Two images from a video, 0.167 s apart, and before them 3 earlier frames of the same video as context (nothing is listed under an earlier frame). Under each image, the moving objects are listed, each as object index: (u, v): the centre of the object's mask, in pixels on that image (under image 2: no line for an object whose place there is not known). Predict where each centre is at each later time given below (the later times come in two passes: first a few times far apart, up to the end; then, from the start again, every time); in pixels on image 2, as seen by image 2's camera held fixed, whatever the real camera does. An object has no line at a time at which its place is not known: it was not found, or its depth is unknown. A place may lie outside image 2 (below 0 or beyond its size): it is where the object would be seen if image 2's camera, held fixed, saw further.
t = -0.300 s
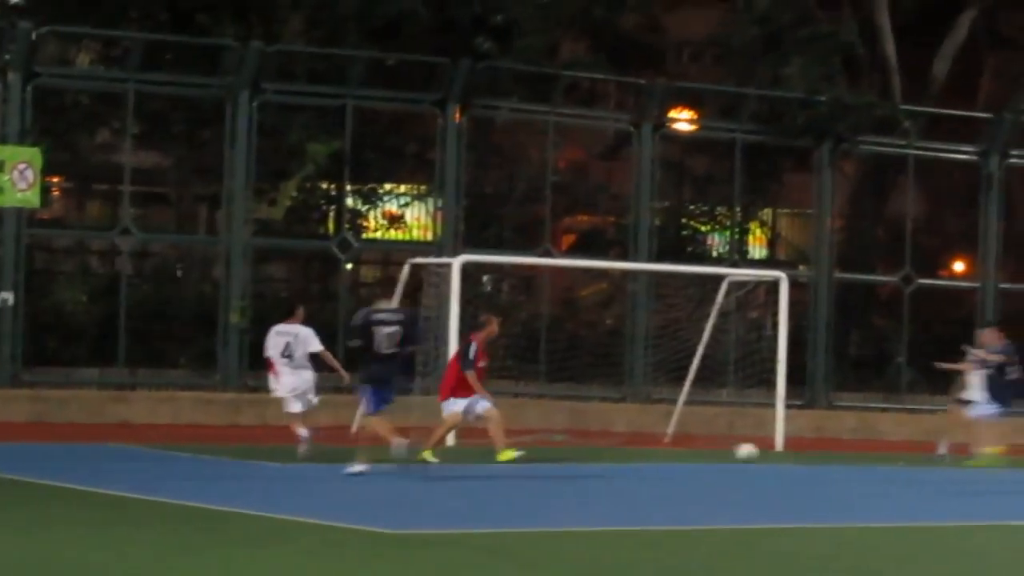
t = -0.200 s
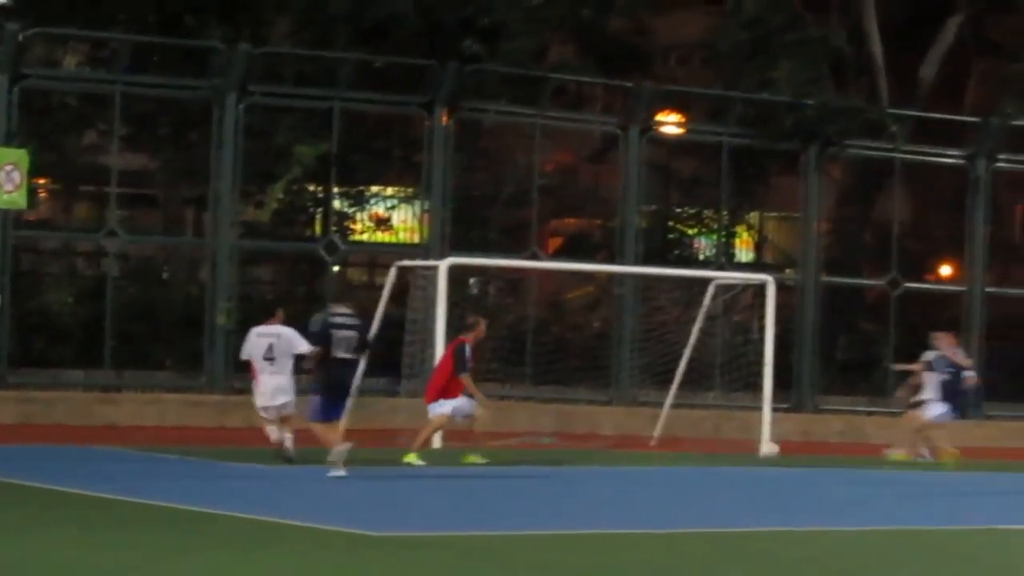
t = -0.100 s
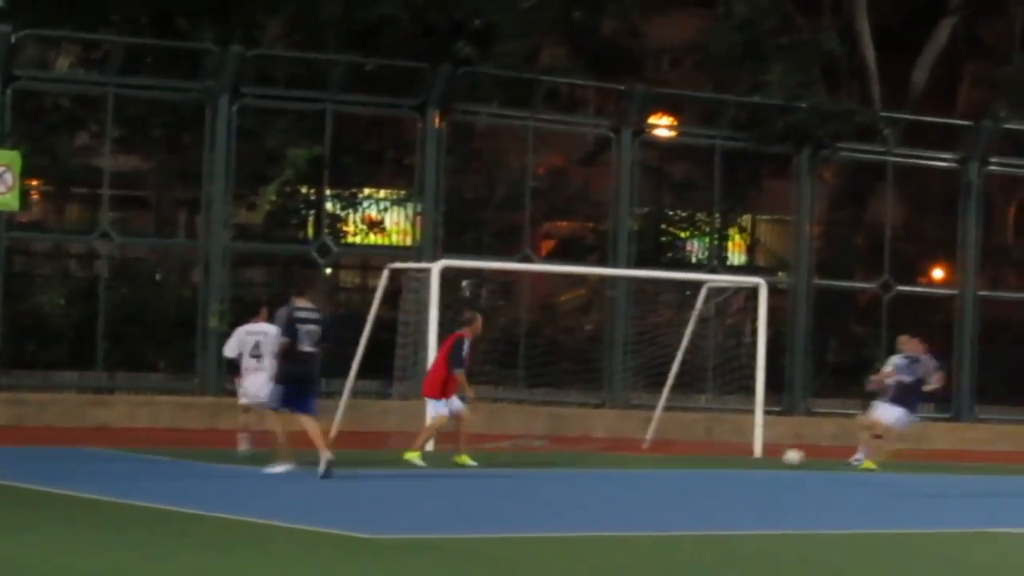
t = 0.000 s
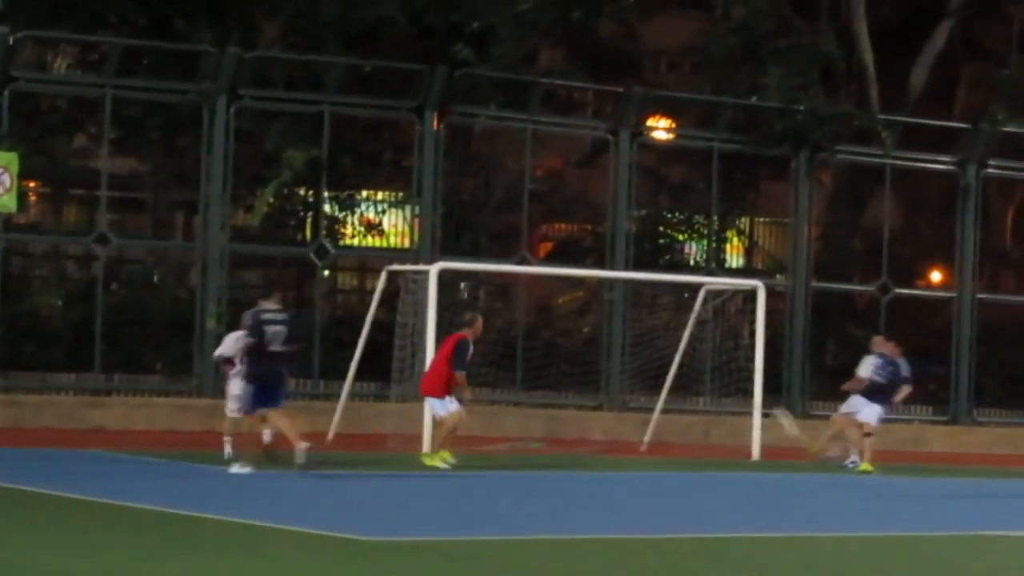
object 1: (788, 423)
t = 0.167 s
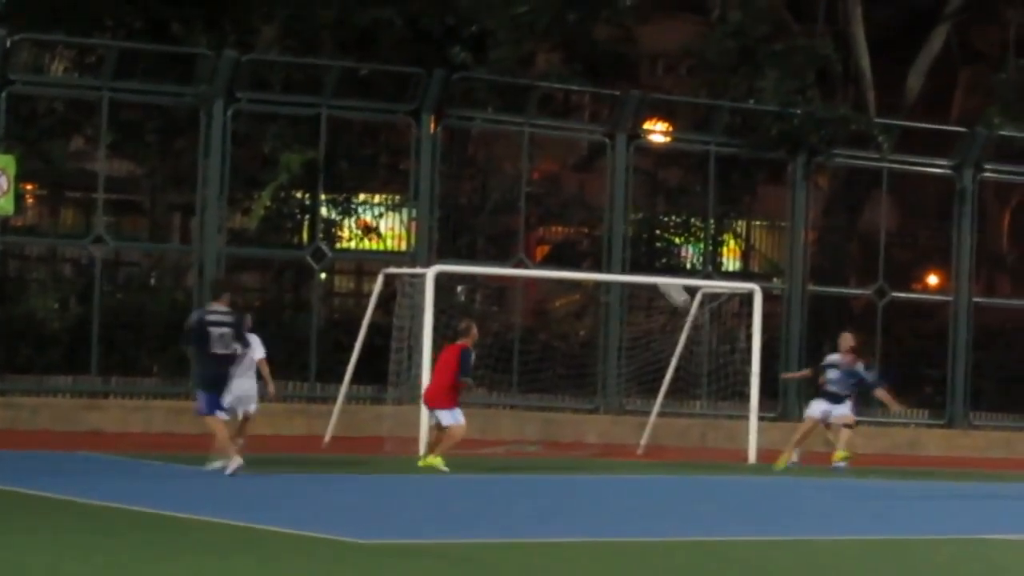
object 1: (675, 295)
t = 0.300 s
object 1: (584, 199)
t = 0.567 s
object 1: (408, 58)
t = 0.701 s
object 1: (319, 10)
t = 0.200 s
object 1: (649, 264)
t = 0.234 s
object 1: (630, 245)
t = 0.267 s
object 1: (607, 221)
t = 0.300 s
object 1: (584, 199)
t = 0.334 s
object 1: (563, 179)
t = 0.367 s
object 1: (540, 158)
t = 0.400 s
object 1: (517, 139)
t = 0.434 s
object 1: (495, 121)
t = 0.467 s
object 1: (474, 104)
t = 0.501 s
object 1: (451, 87)
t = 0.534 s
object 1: (429, 72)
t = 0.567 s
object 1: (408, 58)
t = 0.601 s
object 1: (385, 45)
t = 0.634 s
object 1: (363, 32)
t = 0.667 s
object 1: (341, 21)
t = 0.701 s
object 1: (319, 10)
